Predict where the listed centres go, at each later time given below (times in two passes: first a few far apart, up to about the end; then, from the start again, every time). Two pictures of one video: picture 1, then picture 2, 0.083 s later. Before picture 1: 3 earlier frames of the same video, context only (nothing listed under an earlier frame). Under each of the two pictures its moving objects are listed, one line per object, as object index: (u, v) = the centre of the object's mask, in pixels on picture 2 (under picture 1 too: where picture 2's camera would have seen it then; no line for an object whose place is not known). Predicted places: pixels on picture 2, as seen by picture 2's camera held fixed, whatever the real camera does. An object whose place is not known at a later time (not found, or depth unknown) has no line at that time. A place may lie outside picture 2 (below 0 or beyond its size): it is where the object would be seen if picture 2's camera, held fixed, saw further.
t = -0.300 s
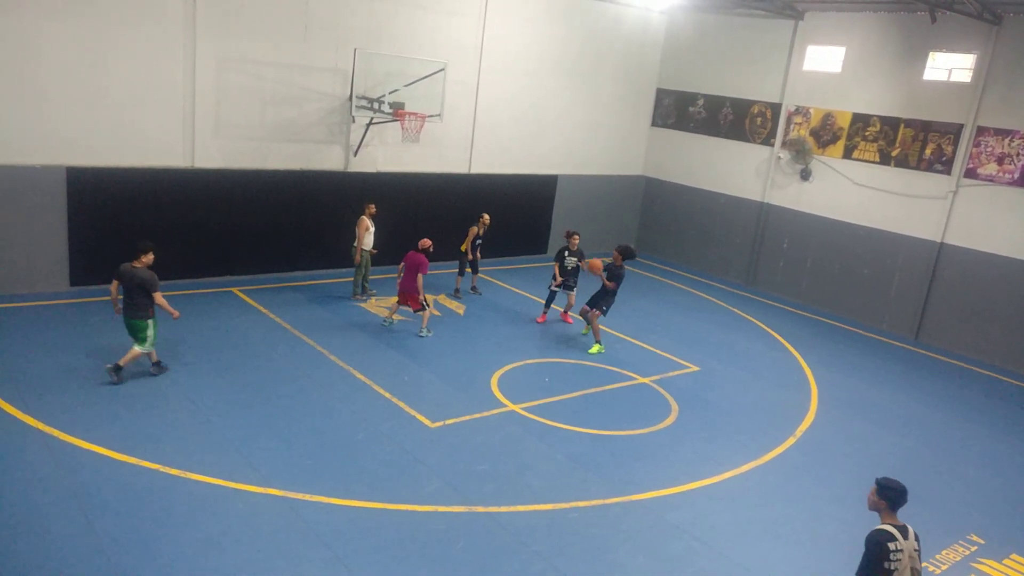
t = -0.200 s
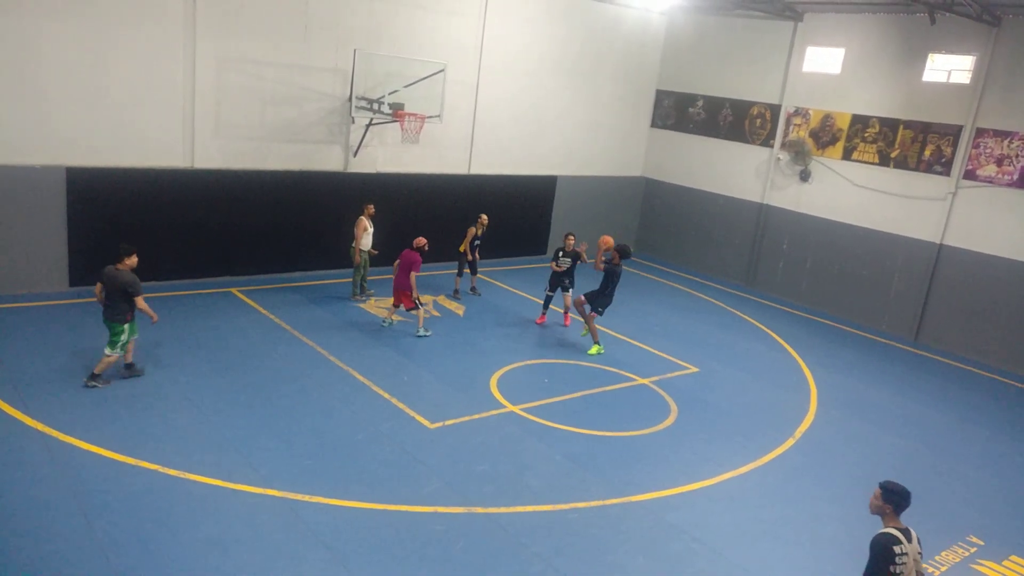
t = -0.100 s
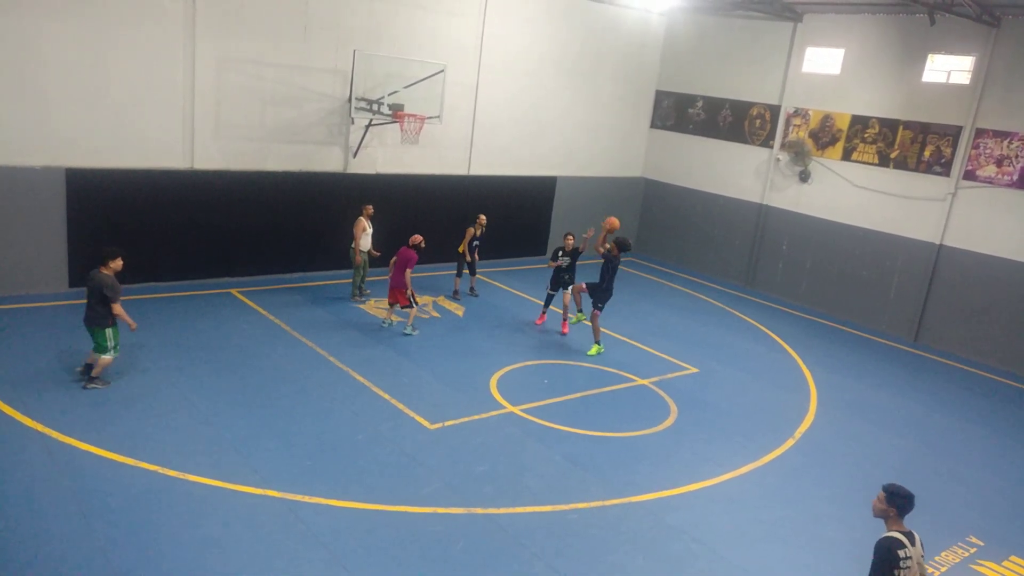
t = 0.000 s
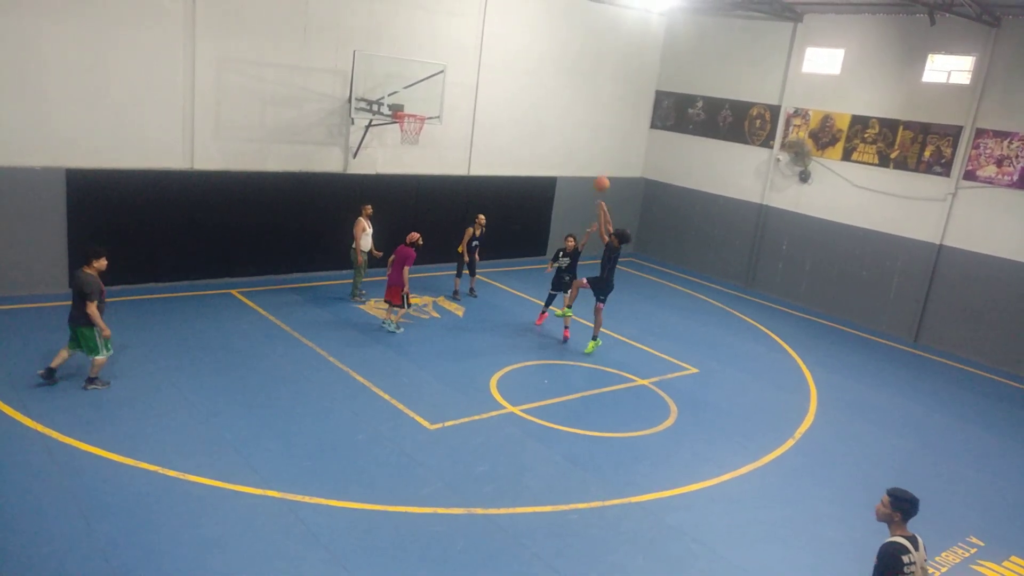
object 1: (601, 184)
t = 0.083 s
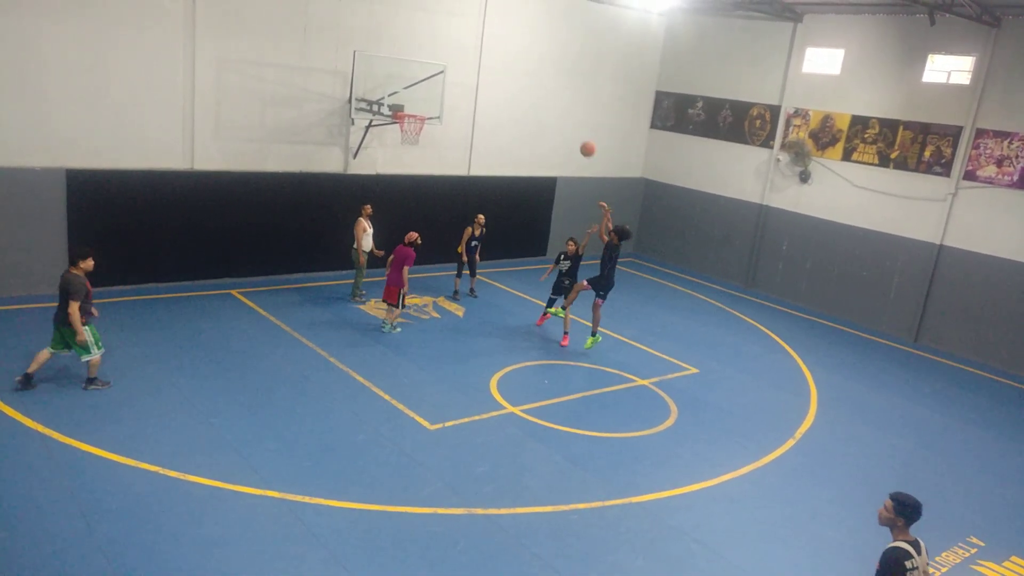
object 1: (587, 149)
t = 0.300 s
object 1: (550, 79)
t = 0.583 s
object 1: (497, 35)
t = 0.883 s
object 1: (438, 47)
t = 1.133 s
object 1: (390, 99)
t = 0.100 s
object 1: (585, 143)
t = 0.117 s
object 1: (582, 136)
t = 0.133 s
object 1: (579, 130)
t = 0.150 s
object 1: (576, 124)
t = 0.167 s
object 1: (573, 118)
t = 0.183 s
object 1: (571, 112)
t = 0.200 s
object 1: (568, 107)
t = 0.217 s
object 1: (565, 102)
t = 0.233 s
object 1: (562, 97)
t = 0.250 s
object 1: (559, 92)
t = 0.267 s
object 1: (556, 87)
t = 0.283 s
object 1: (553, 83)
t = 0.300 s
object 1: (550, 79)
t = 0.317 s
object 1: (547, 74)
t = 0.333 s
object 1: (544, 70)
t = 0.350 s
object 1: (541, 67)
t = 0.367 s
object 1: (538, 63)
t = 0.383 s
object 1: (535, 60)
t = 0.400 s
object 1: (532, 57)
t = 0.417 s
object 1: (529, 54)
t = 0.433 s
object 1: (526, 51)
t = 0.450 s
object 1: (523, 49)
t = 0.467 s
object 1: (519, 46)
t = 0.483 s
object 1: (516, 44)
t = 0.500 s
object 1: (513, 42)
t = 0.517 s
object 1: (510, 40)
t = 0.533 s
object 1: (506, 38)
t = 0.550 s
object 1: (503, 37)
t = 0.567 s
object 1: (500, 36)
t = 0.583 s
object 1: (497, 35)
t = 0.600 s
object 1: (494, 34)
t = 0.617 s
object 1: (491, 33)
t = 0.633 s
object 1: (488, 33)
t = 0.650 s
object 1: (484, 32)
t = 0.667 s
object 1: (481, 32)
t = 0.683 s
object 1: (478, 32)
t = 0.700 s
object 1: (475, 33)
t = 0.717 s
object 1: (471, 33)
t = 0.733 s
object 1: (468, 34)
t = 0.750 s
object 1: (465, 35)
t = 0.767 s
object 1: (461, 36)
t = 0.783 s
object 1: (458, 37)
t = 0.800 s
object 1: (455, 38)
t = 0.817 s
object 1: (451, 39)
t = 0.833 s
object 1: (448, 41)
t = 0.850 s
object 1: (445, 43)
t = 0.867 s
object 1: (442, 45)
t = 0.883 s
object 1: (438, 47)
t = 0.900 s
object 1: (435, 50)
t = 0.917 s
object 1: (432, 52)
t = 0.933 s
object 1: (429, 55)
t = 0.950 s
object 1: (425, 57)
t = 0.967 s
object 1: (422, 60)
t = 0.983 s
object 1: (419, 64)
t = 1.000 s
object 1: (416, 67)
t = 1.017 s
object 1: (412, 71)
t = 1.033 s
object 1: (409, 74)
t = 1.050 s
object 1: (406, 78)
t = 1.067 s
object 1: (402, 82)
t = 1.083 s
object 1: (399, 86)
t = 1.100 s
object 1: (396, 90)
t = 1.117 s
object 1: (393, 94)
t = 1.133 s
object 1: (390, 99)
